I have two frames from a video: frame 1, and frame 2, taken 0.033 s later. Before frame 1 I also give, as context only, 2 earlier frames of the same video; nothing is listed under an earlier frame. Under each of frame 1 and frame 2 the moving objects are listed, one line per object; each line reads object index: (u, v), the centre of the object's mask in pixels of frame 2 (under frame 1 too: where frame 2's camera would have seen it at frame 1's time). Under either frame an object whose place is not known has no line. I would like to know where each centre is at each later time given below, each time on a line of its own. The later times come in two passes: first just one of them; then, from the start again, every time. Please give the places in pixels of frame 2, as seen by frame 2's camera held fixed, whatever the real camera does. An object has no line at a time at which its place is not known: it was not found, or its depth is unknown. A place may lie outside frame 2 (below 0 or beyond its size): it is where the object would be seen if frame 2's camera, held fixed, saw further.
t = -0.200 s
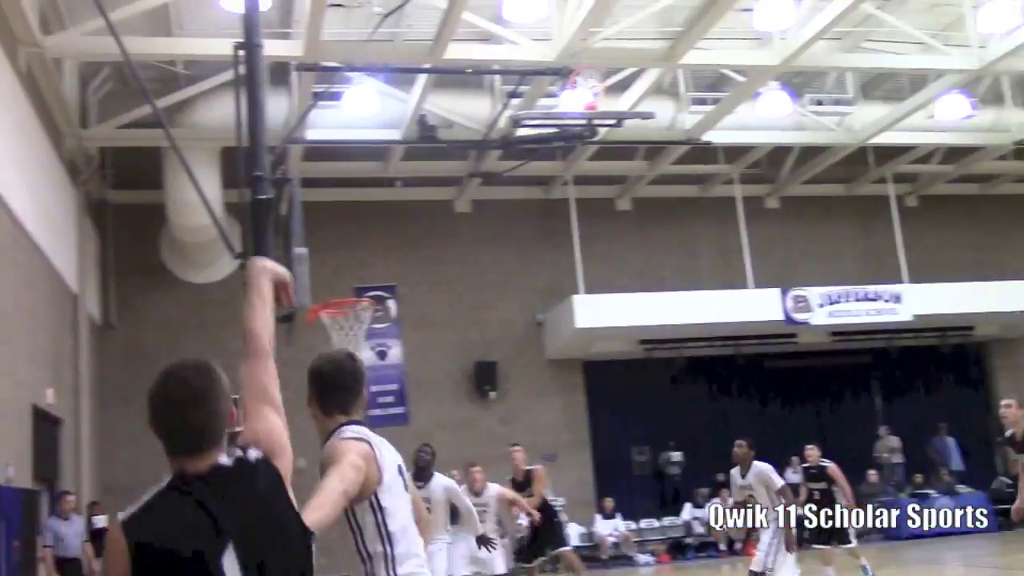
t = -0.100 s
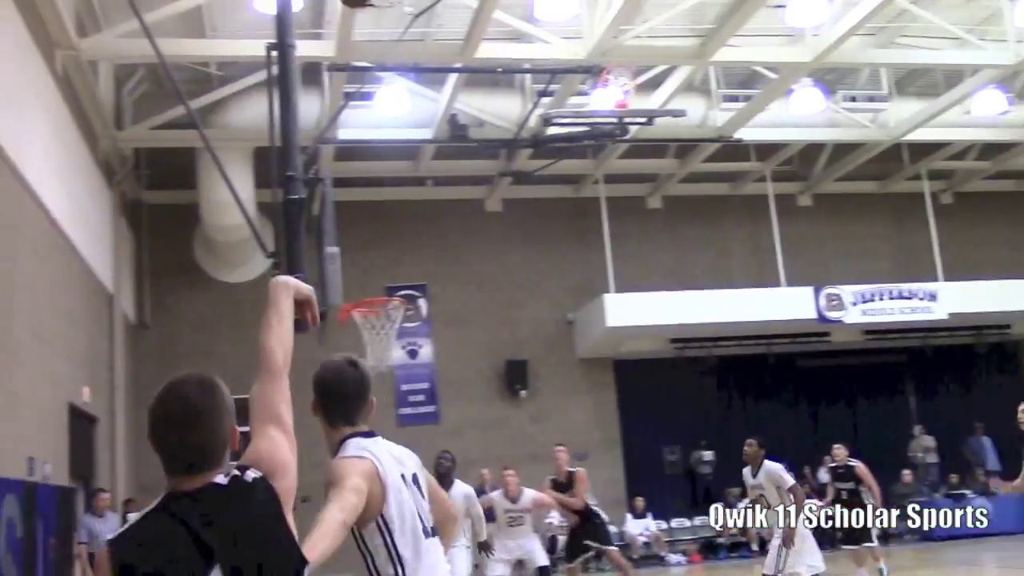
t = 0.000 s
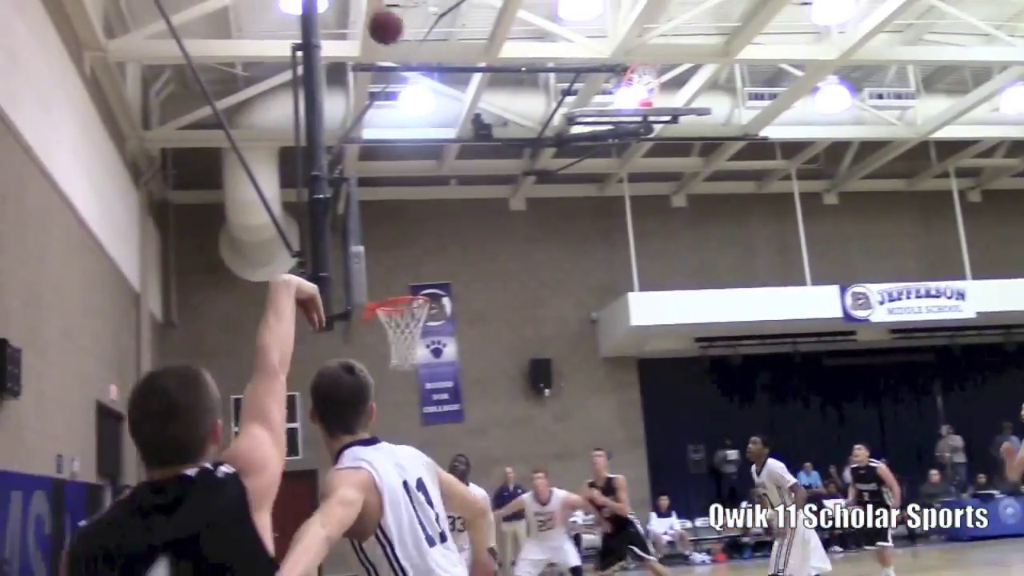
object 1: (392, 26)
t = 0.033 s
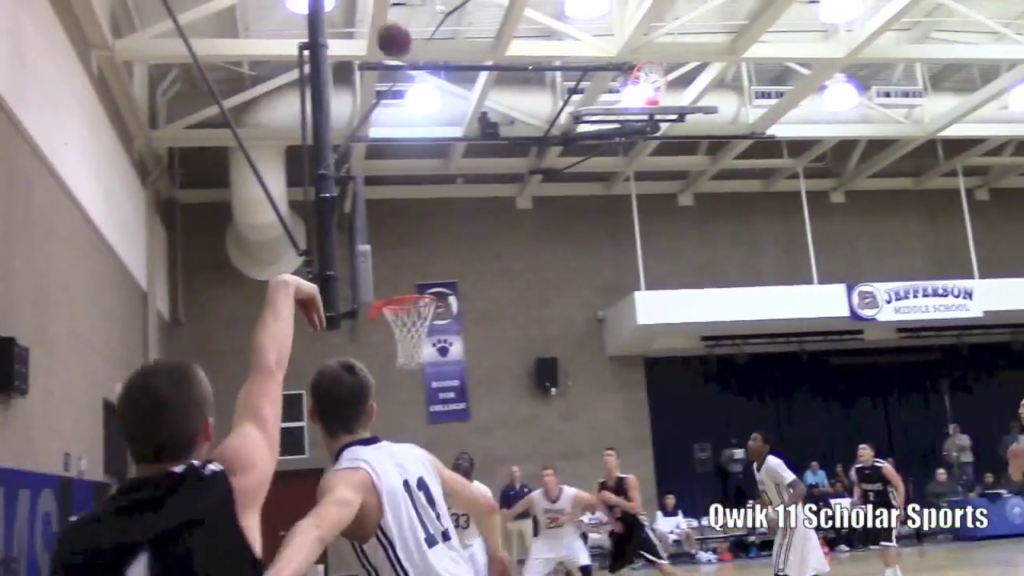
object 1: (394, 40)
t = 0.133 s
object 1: (400, 86)
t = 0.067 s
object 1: (396, 56)
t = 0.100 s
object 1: (398, 72)
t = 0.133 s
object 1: (400, 86)
